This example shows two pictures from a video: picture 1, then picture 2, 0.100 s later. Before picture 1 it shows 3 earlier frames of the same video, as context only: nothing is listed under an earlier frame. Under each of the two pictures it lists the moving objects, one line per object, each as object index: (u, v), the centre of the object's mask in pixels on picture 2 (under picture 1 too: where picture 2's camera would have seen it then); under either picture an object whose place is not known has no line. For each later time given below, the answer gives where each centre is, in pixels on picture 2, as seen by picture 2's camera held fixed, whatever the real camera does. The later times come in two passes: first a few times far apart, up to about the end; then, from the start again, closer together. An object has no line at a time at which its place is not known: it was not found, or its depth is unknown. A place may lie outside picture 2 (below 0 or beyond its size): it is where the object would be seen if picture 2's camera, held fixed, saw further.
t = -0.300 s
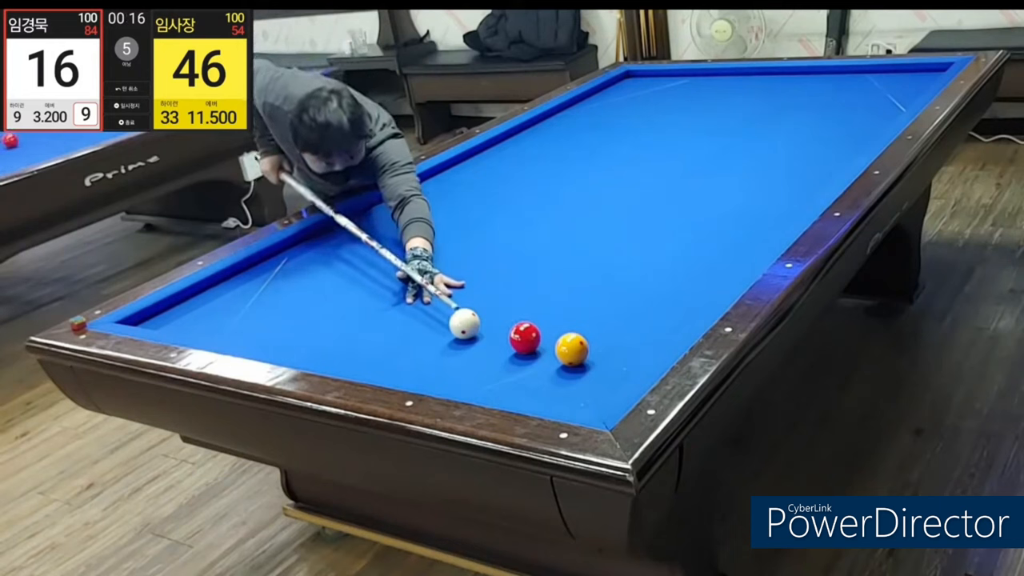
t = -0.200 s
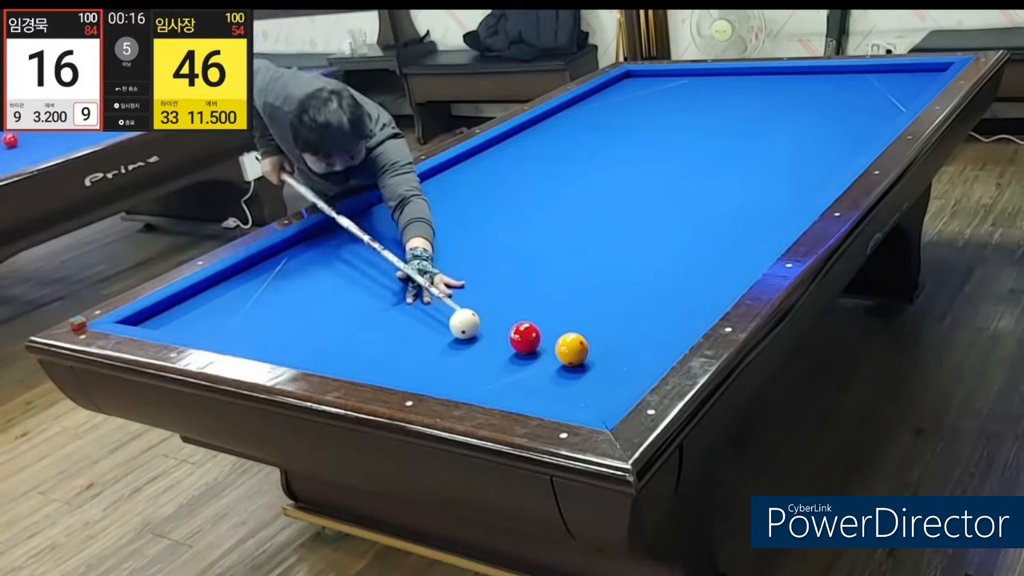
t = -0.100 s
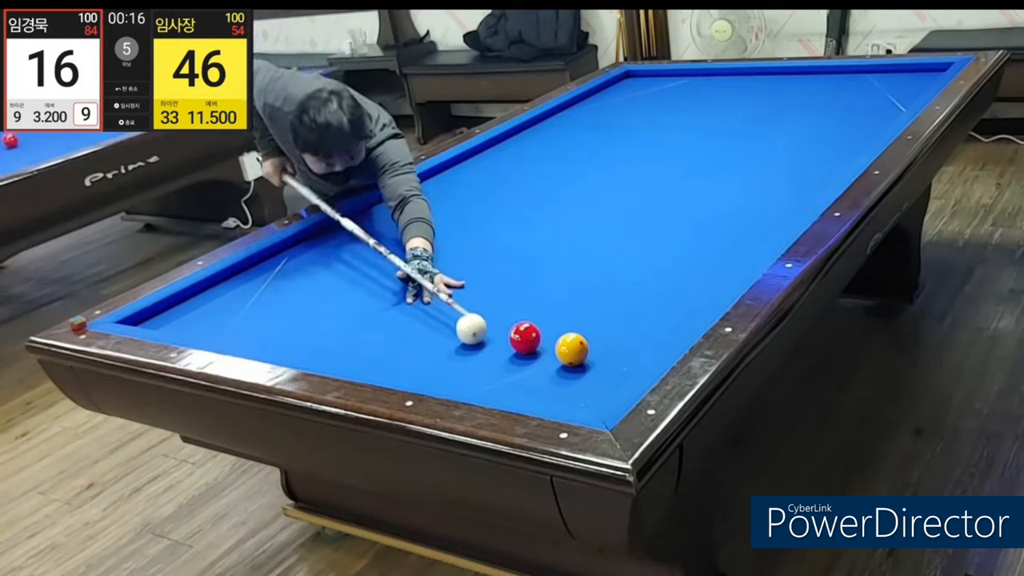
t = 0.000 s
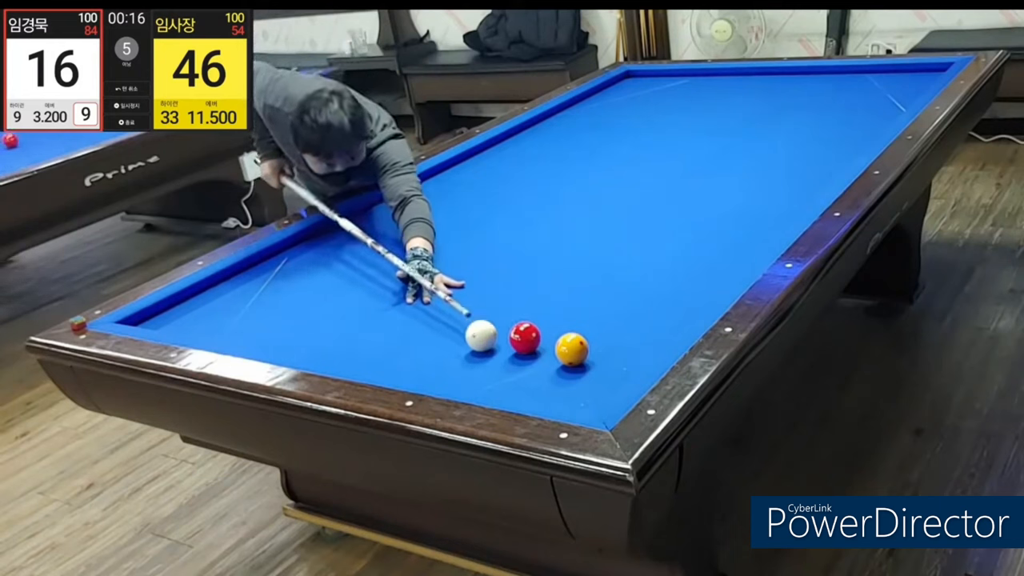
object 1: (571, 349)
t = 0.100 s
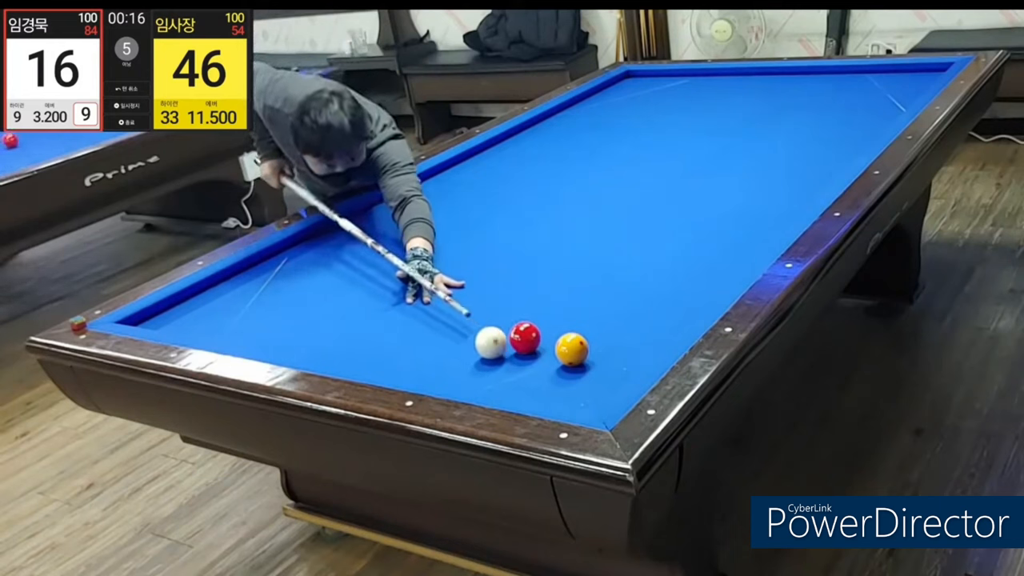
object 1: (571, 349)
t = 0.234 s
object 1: (571, 349)
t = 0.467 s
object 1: (571, 349)
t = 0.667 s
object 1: (571, 349)
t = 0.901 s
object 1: (571, 349)
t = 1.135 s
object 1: (571, 349)
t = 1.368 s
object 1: (572, 349)
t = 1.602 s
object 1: (570, 348)
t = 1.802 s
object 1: (566, 346)
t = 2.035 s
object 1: (562, 344)
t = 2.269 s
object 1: (559, 344)
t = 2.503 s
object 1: (557, 344)
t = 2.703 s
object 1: (556, 344)
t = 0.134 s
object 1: (571, 349)
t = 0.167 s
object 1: (571, 349)
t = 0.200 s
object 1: (571, 349)
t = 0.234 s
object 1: (571, 349)
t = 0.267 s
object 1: (571, 349)
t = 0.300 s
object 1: (571, 349)
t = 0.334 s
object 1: (571, 349)
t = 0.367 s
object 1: (571, 349)
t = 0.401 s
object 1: (571, 349)
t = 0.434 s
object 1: (571, 349)
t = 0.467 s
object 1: (571, 349)
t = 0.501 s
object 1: (571, 349)
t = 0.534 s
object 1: (571, 349)
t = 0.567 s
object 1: (571, 349)
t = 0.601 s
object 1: (571, 349)
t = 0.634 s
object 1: (571, 349)
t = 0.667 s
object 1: (571, 349)
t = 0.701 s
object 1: (572, 349)
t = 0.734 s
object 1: (571, 349)
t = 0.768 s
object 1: (571, 349)
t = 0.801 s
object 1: (572, 349)
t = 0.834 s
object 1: (571, 349)
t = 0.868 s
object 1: (572, 349)
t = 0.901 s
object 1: (571, 349)
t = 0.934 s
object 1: (571, 349)
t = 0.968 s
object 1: (572, 349)
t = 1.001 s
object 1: (571, 349)
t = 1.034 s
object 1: (572, 349)
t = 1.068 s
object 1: (572, 349)
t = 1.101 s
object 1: (572, 349)
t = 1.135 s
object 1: (571, 349)
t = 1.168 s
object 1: (571, 349)
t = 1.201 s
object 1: (571, 349)
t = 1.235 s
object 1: (571, 349)
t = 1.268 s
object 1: (571, 349)
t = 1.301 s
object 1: (572, 349)
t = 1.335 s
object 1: (572, 349)
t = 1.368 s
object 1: (572, 349)
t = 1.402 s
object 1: (572, 349)
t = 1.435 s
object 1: (571, 349)
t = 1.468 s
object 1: (571, 349)
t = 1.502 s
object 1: (571, 348)
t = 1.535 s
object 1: (571, 348)
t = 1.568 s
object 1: (570, 348)
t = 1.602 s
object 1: (570, 348)
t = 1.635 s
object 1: (569, 348)
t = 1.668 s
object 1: (569, 347)
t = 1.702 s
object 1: (568, 347)
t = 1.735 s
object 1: (567, 347)
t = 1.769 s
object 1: (567, 346)
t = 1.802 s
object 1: (566, 346)
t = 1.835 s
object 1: (566, 346)
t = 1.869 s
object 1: (565, 345)
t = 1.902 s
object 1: (564, 344)
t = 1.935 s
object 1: (564, 345)
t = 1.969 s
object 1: (563, 344)
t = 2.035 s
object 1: (562, 344)
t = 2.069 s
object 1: (562, 344)
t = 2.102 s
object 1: (561, 344)
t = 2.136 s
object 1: (560, 344)
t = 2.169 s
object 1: (560, 344)
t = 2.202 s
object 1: (559, 344)
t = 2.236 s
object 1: (559, 344)
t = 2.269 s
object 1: (559, 344)
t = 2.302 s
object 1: (558, 344)
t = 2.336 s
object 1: (558, 344)
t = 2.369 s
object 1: (558, 344)
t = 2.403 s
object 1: (557, 344)
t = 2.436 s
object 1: (557, 344)
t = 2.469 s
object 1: (557, 344)
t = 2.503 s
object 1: (557, 344)
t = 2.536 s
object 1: (556, 344)
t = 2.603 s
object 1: (556, 344)
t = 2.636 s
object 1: (556, 344)
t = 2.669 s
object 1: (556, 344)
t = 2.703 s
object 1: (556, 344)
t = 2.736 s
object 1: (556, 344)
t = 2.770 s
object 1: (556, 344)
